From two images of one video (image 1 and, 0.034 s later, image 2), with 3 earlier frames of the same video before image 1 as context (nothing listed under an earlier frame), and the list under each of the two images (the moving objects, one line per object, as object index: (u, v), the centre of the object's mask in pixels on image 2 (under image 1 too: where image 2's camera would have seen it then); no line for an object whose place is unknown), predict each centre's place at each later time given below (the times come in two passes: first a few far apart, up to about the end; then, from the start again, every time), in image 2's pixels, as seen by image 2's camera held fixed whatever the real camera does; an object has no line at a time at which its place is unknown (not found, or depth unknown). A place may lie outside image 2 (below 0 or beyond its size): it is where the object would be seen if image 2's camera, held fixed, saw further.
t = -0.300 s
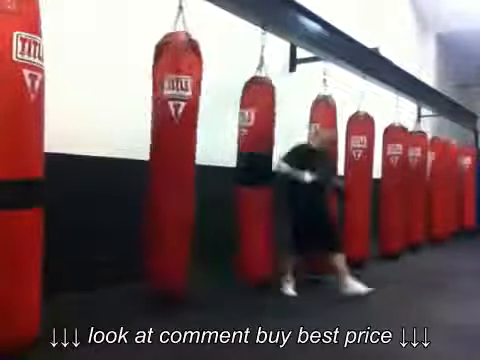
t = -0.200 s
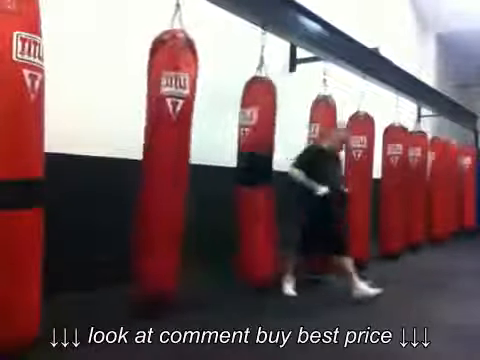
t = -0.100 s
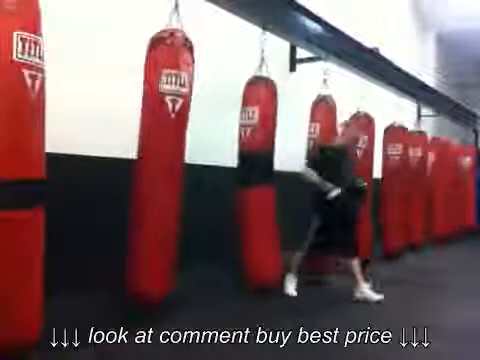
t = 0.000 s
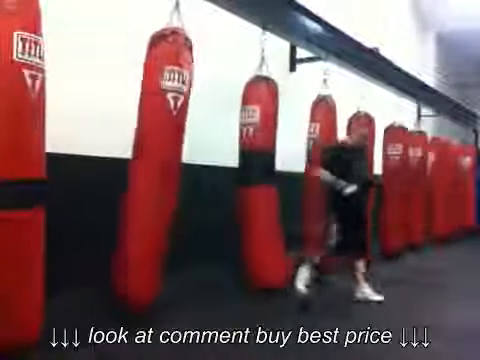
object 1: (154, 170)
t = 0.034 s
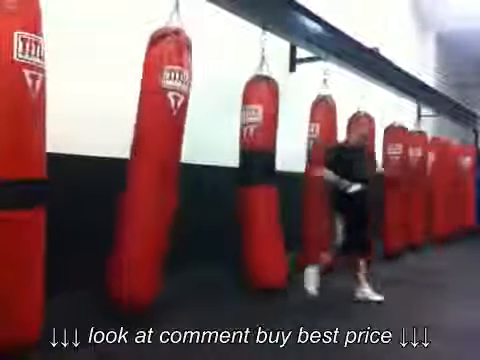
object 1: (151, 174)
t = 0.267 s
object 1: (144, 178)
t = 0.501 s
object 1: (146, 177)
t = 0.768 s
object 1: (163, 175)
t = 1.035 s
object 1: (181, 173)
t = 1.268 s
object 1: (192, 173)
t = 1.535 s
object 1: (196, 167)
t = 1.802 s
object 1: (193, 163)
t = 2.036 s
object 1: (184, 162)
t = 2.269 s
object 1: (173, 164)
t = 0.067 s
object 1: (150, 173)
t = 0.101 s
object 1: (149, 174)
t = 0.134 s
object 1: (146, 176)
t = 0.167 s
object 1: (145, 176)
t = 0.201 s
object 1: (145, 177)
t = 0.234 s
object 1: (144, 177)
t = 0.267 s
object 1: (144, 178)
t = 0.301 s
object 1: (144, 178)
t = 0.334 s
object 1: (144, 177)
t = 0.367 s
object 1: (144, 176)
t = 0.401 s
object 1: (144, 177)
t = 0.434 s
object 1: (144, 176)
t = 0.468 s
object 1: (145, 177)
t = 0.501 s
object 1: (146, 177)
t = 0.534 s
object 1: (147, 179)
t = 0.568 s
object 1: (149, 178)
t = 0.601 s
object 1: (151, 178)
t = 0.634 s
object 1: (153, 178)
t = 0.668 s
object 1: (155, 177)
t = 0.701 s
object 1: (158, 175)
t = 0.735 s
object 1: (161, 175)
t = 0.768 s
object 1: (163, 175)
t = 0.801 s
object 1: (166, 174)
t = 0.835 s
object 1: (168, 175)
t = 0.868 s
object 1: (170, 174)
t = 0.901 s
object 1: (173, 173)
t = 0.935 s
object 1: (175, 175)
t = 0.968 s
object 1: (177, 175)
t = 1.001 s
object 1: (179, 174)
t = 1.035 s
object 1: (181, 173)
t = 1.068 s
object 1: (183, 175)
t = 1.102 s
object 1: (184, 174)
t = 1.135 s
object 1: (187, 173)
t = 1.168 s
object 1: (188, 174)
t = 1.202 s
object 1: (189, 172)
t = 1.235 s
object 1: (190, 172)
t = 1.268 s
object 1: (192, 173)
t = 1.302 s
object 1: (193, 173)
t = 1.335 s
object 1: (194, 171)
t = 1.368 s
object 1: (195, 170)
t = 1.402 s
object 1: (195, 171)
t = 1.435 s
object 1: (196, 170)
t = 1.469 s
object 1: (196, 167)
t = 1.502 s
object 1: (196, 166)
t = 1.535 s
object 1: (196, 167)
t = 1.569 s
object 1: (196, 167)
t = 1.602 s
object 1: (196, 167)
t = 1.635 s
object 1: (196, 167)
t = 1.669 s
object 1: (195, 165)
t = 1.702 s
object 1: (195, 165)
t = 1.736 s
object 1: (194, 165)
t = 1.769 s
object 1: (194, 164)
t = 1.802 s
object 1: (193, 163)
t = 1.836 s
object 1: (193, 162)
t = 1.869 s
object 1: (191, 162)
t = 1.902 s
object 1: (190, 161)
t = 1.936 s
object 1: (189, 161)
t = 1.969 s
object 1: (188, 161)
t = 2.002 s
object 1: (185, 162)
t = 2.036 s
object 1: (184, 162)
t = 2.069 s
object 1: (183, 162)
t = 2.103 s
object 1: (181, 161)
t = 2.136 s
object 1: (179, 164)
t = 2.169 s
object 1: (178, 162)
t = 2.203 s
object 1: (176, 163)
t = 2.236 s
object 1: (175, 165)
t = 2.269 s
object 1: (173, 164)
